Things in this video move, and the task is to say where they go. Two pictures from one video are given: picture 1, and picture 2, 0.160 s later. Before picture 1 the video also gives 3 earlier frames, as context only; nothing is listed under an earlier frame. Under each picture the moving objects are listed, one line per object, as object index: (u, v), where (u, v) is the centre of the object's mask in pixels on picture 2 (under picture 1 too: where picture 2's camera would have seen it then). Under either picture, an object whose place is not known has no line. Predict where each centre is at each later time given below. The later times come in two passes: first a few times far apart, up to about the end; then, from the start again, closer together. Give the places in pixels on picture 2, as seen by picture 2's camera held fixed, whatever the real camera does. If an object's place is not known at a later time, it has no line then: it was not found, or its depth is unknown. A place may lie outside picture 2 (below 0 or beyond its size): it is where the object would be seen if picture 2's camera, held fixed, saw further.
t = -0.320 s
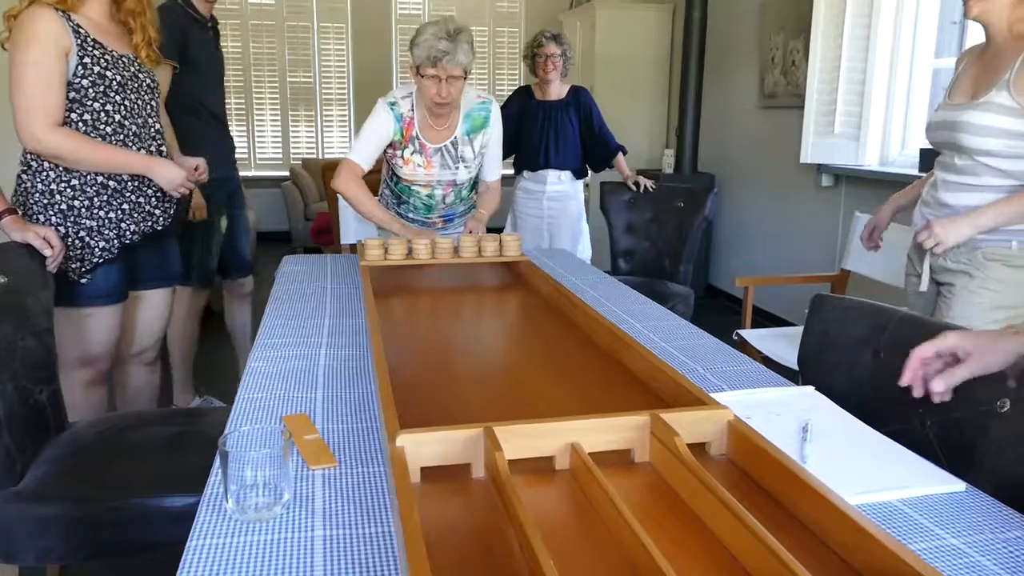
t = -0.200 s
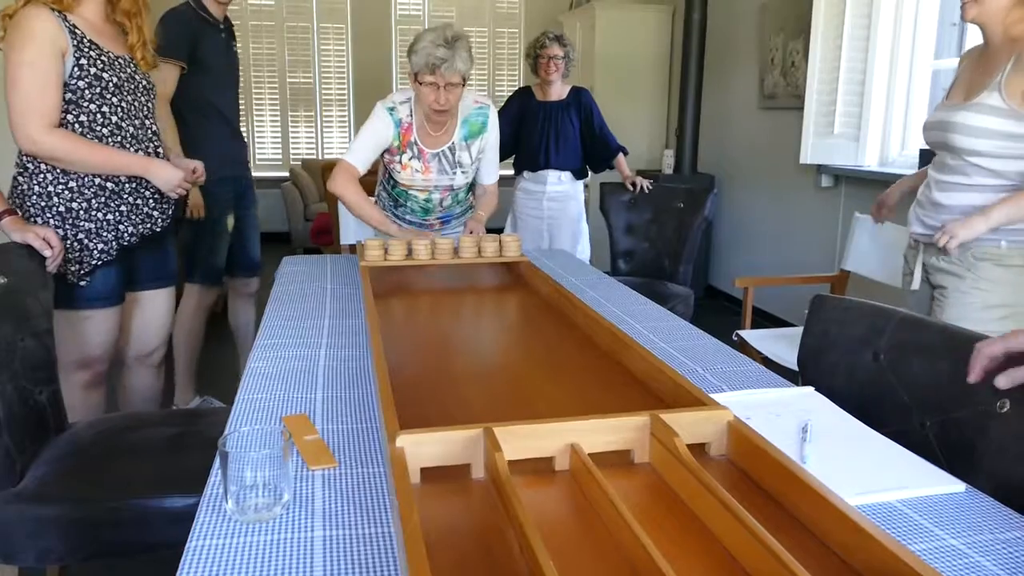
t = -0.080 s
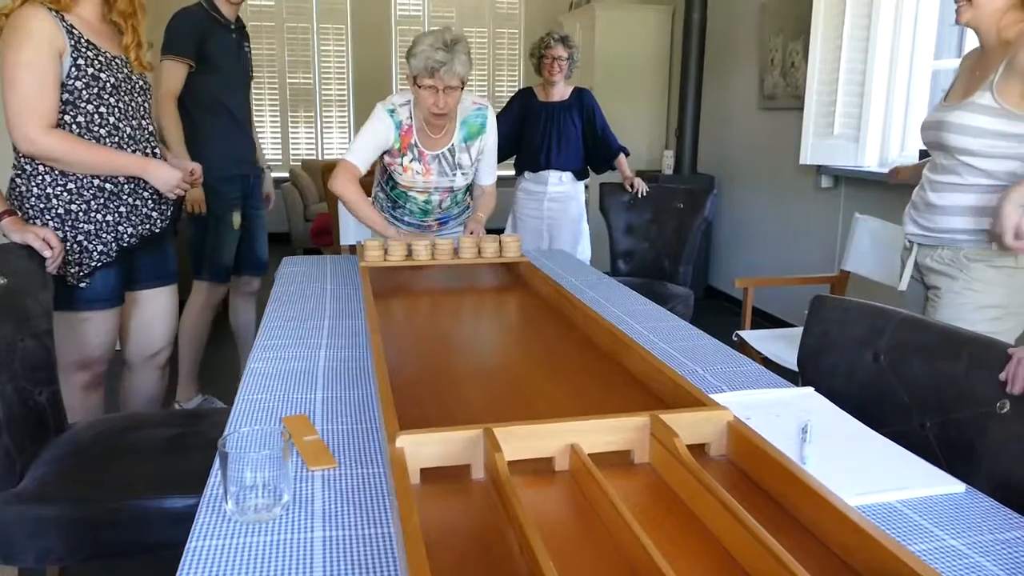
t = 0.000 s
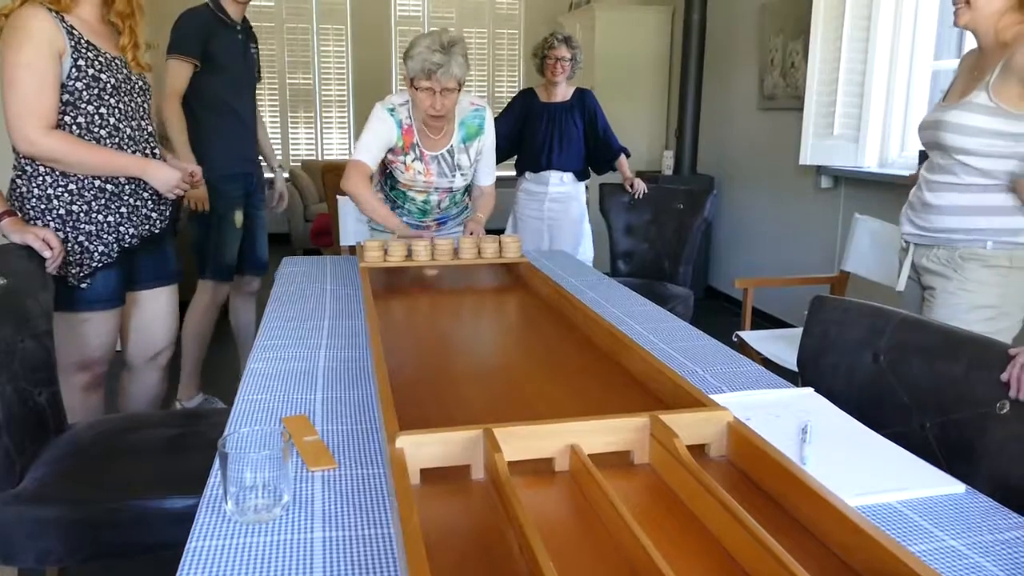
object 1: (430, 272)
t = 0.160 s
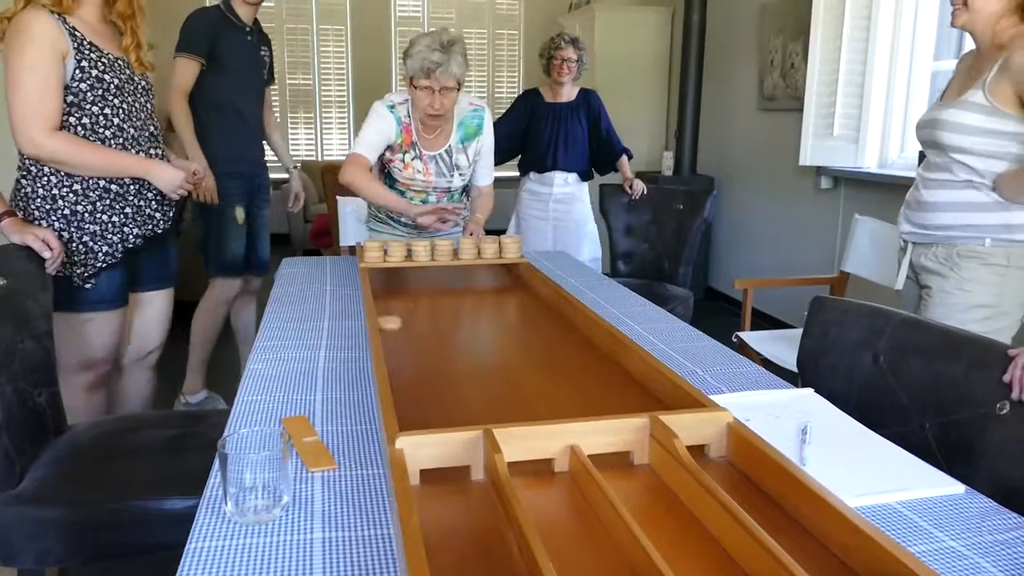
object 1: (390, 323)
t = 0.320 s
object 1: (455, 398)
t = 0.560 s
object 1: (594, 411)
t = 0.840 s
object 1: (585, 378)
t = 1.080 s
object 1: (545, 367)
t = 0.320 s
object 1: (455, 398)
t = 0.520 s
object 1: (573, 416)
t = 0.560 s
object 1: (594, 411)
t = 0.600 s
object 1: (611, 406)
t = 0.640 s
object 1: (625, 400)
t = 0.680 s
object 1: (638, 394)
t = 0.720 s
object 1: (623, 389)
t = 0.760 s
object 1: (609, 385)
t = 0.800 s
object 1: (596, 381)
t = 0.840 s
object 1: (585, 378)
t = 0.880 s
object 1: (576, 375)
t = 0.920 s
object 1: (567, 373)
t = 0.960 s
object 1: (559, 371)
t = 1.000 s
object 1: (553, 369)
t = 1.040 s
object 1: (548, 368)
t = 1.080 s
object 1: (545, 367)
